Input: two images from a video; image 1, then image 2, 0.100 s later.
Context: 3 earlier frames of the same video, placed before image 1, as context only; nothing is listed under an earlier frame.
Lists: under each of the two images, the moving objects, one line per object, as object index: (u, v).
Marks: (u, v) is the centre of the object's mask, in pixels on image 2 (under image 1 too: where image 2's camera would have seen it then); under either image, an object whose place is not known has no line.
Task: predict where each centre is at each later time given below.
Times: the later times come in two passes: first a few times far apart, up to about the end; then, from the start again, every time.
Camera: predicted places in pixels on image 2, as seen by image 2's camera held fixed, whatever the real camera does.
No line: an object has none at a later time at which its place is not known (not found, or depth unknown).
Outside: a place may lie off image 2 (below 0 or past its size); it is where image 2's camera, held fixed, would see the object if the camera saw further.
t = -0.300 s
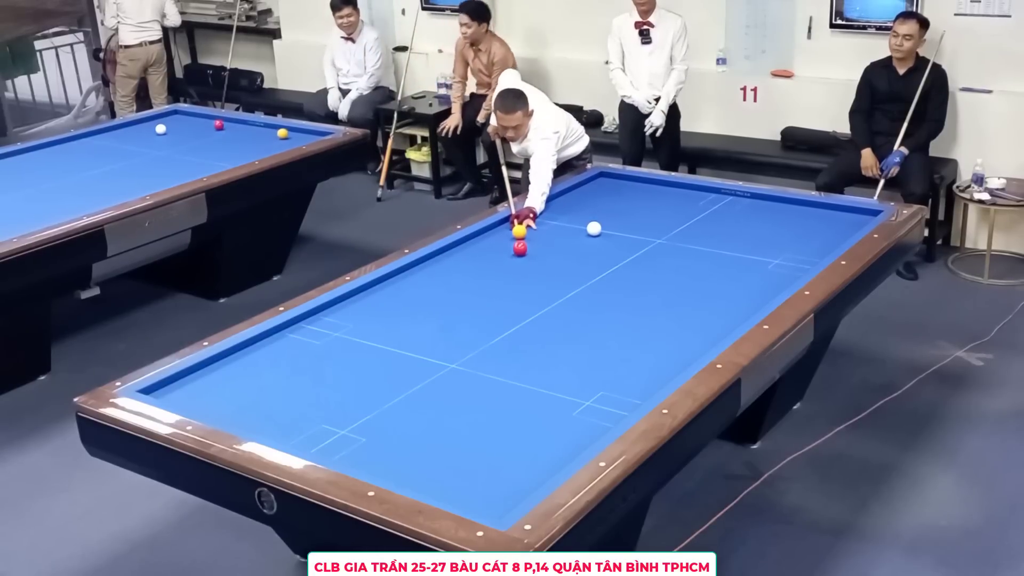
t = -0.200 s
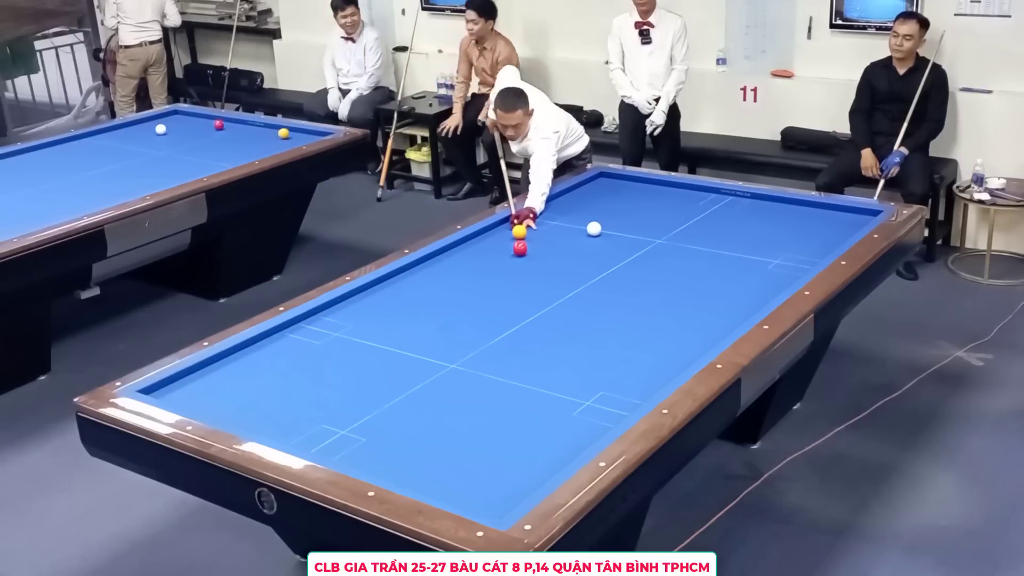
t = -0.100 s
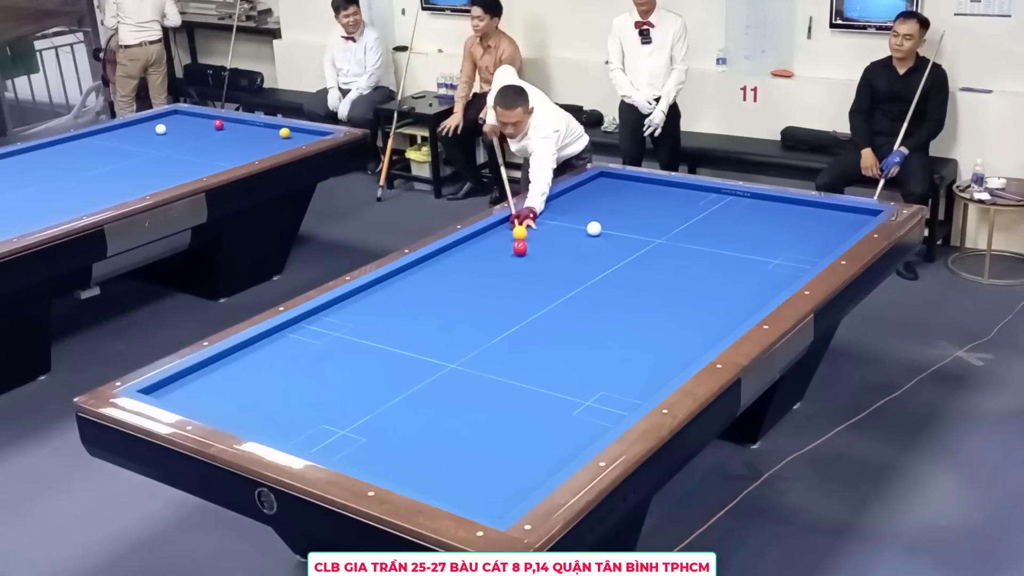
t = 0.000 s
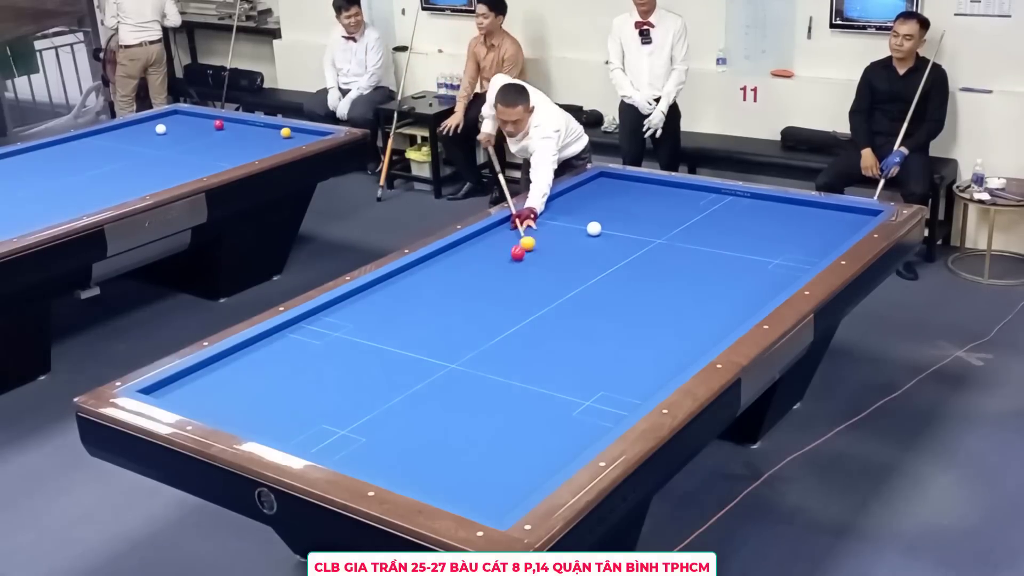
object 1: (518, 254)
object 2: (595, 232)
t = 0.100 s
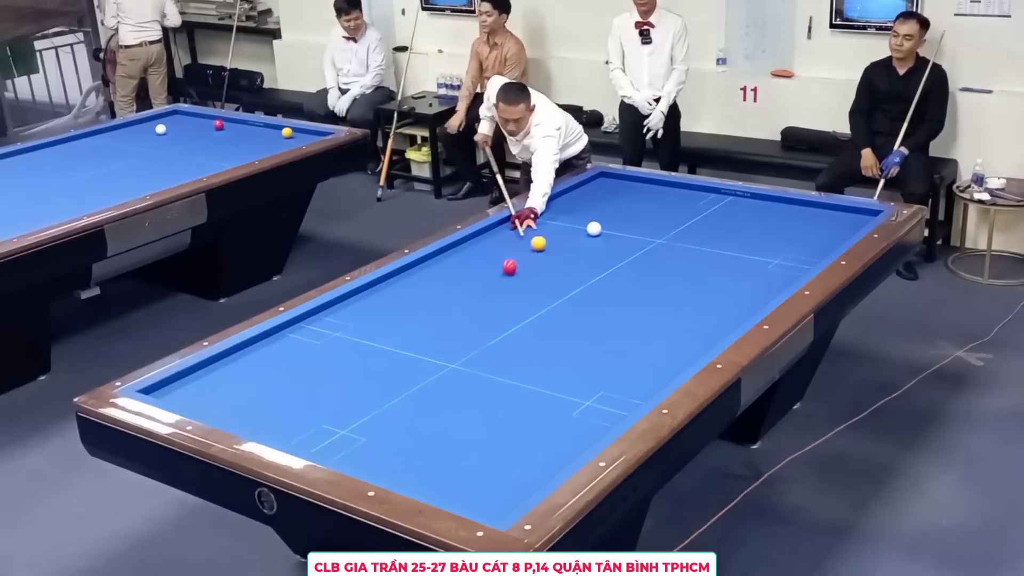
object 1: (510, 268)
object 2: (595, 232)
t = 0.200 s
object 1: (502, 280)
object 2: (595, 231)
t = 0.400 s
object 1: (488, 306)
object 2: (594, 230)
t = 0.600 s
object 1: (472, 334)
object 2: (594, 229)
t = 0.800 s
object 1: (454, 365)
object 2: (598, 228)
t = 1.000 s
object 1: (434, 400)
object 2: (604, 226)
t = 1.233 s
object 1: (407, 447)
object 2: (612, 224)
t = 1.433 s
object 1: (411, 468)
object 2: (618, 221)
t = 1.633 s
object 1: (462, 452)
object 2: (625, 222)
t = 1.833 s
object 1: (507, 438)
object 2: (631, 221)
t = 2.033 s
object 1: (551, 425)
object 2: (637, 218)
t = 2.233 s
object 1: (592, 413)
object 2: (641, 217)
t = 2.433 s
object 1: (632, 401)
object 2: (646, 216)
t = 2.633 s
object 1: (645, 387)
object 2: (650, 214)
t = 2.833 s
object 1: (651, 372)
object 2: (654, 213)
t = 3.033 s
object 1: (657, 358)
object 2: (658, 213)
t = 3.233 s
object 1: (662, 346)
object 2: (662, 210)
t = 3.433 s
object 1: (667, 333)
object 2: (665, 209)
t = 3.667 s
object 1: (672, 320)
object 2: (669, 208)
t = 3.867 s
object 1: (677, 310)
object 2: (671, 208)
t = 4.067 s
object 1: (681, 300)
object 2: (674, 207)
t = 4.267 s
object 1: (684, 290)
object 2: (676, 206)
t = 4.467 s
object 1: (688, 282)
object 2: (679, 206)
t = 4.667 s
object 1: (692, 274)
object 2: (680, 205)
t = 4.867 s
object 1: (695, 266)
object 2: (682, 205)
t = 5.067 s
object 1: (698, 259)
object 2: (683, 205)
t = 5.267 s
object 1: (701, 252)
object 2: (684, 204)
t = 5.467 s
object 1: (703, 245)
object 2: (685, 204)
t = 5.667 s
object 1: (706, 239)
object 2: (685, 204)
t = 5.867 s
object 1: (709, 233)
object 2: (686, 204)
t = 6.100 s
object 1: (712, 226)
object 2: (686, 205)
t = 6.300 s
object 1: (714, 221)
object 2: (686, 205)
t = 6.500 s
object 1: (716, 216)
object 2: (686, 205)
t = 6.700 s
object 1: (719, 211)
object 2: (686, 204)
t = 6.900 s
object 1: (720, 206)
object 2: (686, 205)
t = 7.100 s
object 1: (722, 202)
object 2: (686, 204)
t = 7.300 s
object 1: (724, 198)
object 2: (686, 204)
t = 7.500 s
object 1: (725, 194)
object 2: (686, 204)
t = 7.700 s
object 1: (723, 193)
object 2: (685, 204)
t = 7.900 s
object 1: (717, 194)
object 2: (685, 204)
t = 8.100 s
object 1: (711, 195)
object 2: (686, 204)
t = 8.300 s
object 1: (706, 197)
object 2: (685, 204)
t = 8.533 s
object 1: (700, 198)
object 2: (685, 203)
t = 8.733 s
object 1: (697, 199)
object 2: (683, 202)
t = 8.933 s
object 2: (681, 203)
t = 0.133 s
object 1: (507, 272)
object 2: (595, 232)
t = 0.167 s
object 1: (505, 276)
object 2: (595, 232)
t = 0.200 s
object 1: (502, 280)
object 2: (595, 231)
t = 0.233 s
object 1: (500, 285)
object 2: (595, 231)
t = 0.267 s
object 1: (498, 289)
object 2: (595, 231)
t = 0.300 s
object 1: (495, 293)
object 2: (595, 231)
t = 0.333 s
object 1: (493, 297)
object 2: (595, 231)
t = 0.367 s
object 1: (490, 301)
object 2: (595, 231)
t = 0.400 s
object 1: (488, 306)
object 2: (594, 230)
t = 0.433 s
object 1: (485, 311)
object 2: (595, 230)
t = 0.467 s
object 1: (483, 315)
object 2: (595, 230)
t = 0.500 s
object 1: (480, 320)
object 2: (595, 230)
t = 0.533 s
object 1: (477, 325)
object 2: (594, 230)
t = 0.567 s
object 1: (474, 329)
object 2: (594, 229)
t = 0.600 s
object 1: (472, 334)
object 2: (594, 229)
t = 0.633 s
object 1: (469, 339)
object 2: (594, 229)
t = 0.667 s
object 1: (466, 344)
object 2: (594, 229)
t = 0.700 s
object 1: (463, 349)
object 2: (595, 229)
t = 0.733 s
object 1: (460, 355)
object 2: (595, 229)
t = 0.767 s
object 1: (457, 360)
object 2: (597, 228)
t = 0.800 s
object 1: (454, 365)
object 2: (598, 228)
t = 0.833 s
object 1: (451, 371)
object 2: (599, 227)
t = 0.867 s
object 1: (447, 377)
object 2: (600, 227)
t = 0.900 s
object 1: (444, 383)
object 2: (601, 227)
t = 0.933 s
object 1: (441, 388)
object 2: (602, 226)
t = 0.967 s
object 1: (438, 394)
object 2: (603, 226)
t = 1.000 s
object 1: (434, 400)
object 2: (604, 226)
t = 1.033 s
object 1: (430, 407)
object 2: (605, 226)
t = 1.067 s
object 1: (427, 413)
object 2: (606, 225)
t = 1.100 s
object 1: (423, 420)
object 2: (608, 225)
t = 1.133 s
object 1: (419, 426)
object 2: (609, 224)
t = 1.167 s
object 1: (415, 433)
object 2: (610, 224)
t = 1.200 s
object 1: (411, 440)
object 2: (611, 224)
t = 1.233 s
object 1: (407, 447)
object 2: (612, 224)
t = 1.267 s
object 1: (403, 454)
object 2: (613, 223)
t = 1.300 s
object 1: (399, 462)
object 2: (614, 223)
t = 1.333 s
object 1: (395, 469)
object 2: (615, 222)
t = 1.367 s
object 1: (392, 473)
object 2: (616, 222)
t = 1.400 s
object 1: (402, 472)
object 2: (617, 222)
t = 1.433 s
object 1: (411, 468)
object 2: (618, 221)
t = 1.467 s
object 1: (421, 465)
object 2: (620, 222)
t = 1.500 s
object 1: (430, 462)
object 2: (621, 222)
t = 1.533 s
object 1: (438, 459)
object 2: (622, 222)
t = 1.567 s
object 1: (446, 457)
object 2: (623, 222)
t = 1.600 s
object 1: (454, 455)
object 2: (624, 222)
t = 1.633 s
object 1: (462, 452)
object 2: (625, 222)
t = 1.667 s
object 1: (469, 450)
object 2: (626, 222)
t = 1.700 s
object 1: (477, 447)
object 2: (627, 222)
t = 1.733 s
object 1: (485, 445)
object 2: (628, 222)
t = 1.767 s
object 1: (493, 443)
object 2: (629, 222)
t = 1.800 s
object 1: (500, 440)
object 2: (630, 221)
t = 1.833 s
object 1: (507, 438)
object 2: (631, 221)
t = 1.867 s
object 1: (515, 436)
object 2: (632, 220)
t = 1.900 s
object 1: (522, 434)
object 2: (633, 220)
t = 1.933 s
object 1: (530, 432)
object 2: (634, 219)
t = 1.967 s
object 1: (537, 430)
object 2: (635, 219)
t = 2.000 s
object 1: (544, 428)
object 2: (636, 218)
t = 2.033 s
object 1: (551, 425)
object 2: (637, 218)
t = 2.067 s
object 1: (558, 423)
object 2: (637, 218)
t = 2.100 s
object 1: (565, 421)
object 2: (638, 217)
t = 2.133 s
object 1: (572, 419)
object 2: (639, 217)
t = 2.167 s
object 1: (579, 417)
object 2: (640, 217)
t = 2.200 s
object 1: (586, 415)
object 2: (640, 217)
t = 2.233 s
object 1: (592, 413)
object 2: (641, 217)
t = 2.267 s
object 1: (599, 411)
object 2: (642, 217)
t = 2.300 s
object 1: (606, 409)
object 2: (643, 217)
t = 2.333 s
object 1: (613, 407)
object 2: (644, 216)
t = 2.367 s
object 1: (620, 406)
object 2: (644, 216)
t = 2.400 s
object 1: (626, 404)
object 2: (645, 216)
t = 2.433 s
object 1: (632, 401)
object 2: (646, 216)
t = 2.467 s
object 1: (637, 399)
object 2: (647, 215)
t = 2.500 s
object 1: (640, 396)
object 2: (647, 215)
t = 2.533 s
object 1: (641, 394)
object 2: (648, 215)
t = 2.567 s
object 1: (642, 392)
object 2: (649, 214)
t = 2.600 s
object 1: (644, 390)
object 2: (650, 214)
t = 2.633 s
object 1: (645, 387)
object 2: (650, 214)
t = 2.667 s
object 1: (646, 385)
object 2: (651, 214)
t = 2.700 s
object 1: (647, 382)
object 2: (652, 214)
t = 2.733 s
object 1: (648, 379)
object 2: (652, 214)
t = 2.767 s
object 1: (649, 377)
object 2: (653, 214)
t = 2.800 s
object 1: (650, 374)
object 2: (653, 213)
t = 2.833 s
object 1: (651, 372)
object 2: (654, 213)
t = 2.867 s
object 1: (652, 370)
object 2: (655, 213)
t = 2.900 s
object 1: (653, 367)
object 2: (655, 213)
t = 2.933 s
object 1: (654, 365)
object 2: (656, 213)
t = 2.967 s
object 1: (655, 363)
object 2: (657, 213)
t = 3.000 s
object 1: (656, 360)
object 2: (657, 213)
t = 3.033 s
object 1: (657, 358)
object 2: (658, 213)
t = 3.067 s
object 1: (658, 356)
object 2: (659, 212)
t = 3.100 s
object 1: (658, 354)
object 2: (659, 212)
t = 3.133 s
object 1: (659, 352)
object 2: (660, 212)
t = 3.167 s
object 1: (660, 350)
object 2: (661, 211)
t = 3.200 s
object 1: (661, 347)
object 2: (661, 211)
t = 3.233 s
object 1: (662, 346)
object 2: (662, 210)
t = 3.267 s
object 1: (663, 343)
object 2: (662, 210)
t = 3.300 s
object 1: (663, 341)
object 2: (663, 210)
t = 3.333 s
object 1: (664, 339)
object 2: (664, 210)
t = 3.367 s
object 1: (665, 337)
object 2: (664, 209)
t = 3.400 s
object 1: (666, 335)
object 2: (665, 209)
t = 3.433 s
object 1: (667, 333)
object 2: (665, 209)
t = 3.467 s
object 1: (668, 331)
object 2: (665, 209)
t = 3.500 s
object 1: (668, 329)
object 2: (666, 209)
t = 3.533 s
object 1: (669, 328)
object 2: (667, 209)
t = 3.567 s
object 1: (670, 326)
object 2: (667, 208)
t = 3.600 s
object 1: (671, 324)
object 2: (668, 208)
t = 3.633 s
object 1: (672, 322)
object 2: (668, 208)
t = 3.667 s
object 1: (672, 320)
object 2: (669, 208)
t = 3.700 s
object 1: (673, 318)
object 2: (669, 208)
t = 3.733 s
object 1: (674, 316)
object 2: (669, 208)
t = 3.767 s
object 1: (675, 315)
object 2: (670, 208)
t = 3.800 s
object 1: (675, 313)
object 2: (670, 208)
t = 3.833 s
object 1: (676, 311)
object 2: (671, 208)
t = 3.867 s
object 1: (677, 310)
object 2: (671, 208)
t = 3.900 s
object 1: (677, 308)
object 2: (672, 207)
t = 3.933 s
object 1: (678, 306)
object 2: (672, 207)
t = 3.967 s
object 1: (679, 305)
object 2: (673, 207)
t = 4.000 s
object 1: (679, 303)
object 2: (673, 207)
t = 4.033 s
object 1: (680, 301)
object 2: (674, 207)
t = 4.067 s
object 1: (681, 300)
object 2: (674, 207)
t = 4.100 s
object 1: (681, 298)
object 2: (675, 207)
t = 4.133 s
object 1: (682, 297)
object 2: (675, 207)
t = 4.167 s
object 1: (683, 295)
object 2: (675, 207)
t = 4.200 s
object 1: (683, 294)
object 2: (676, 207)
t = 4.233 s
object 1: (684, 292)
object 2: (676, 206)
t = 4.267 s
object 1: (684, 290)
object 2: (676, 206)
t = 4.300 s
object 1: (685, 289)
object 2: (677, 206)
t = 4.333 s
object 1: (686, 288)
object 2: (678, 206)
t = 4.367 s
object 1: (686, 286)
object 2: (678, 206)
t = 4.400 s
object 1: (687, 284)
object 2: (678, 205)
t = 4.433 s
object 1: (688, 283)
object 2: (679, 205)
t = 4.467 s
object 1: (688, 282)
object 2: (679, 206)
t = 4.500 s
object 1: (689, 280)
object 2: (679, 205)
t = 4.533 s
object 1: (689, 279)
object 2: (680, 205)
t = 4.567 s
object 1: (690, 278)
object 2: (680, 205)
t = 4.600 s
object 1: (691, 276)
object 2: (680, 205)
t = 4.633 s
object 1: (691, 275)
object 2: (680, 205)
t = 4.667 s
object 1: (692, 274)
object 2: (680, 205)
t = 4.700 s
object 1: (692, 272)
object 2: (681, 205)
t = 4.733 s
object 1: (693, 271)
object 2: (681, 205)
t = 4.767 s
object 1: (693, 270)
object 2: (681, 205)
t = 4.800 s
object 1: (694, 269)
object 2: (681, 205)
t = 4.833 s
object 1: (694, 267)
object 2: (682, 205)
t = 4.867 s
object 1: (695, 266)
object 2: (682, 205)
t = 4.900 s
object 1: (695, 265)
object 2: (682, 205)
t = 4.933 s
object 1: (696, 264)
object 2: (682, 205)
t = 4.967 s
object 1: (696, 262)
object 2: (683, 205)
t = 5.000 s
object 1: (697, 261)
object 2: (683, 205)
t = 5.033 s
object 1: (697, 260)
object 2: (683, 205)
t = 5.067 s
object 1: (698, 259)
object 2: (683, 205)
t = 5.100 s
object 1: (698, 257)
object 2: (683, 205)
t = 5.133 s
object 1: (699, 256)
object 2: (684, 205)
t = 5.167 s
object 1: (700, 255)
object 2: (684, 205)
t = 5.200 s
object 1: (700, 254)
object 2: (684, 205)
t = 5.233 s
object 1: (700, 253)
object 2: (684, 205)
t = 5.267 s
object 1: (701, 252)
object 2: (684, 204)
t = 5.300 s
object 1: (702, 250)
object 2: (684, 204)
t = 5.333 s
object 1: (702, 249)
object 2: (684, 204)
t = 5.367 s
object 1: (702, 248)
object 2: (684, 204)
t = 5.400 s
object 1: (703, 247)
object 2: (685, 204)
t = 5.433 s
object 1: (703, 246)
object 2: (685, 204)
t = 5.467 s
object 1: (703, 245)
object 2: (685, 204)
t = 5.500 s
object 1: (704, 244)
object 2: (685, 204)
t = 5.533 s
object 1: (704, 243)
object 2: (685, 204)
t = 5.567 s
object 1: (705, 242)
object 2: (685, 204)
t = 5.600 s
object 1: (706, 240)
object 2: (685, 204)
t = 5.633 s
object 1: (706, 239)
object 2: (685, 204)
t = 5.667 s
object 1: (706, 239)
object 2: (685, 204)
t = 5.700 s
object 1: (707, 238)
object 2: (685, 204)
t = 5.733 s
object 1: (707, 237)
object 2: (686, 204)
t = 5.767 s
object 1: (708, 236)
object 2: (686, 204)
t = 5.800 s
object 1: (708, 234)
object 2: (686, 204)
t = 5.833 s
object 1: (708, 234)
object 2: (686, 204)
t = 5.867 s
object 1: (709, 233)
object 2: (686, 204)
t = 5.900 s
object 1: (709, 232)
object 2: (686, 204)
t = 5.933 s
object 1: (710, 231)
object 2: (686, 204)
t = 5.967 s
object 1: (711, 230)
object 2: (686, 204)
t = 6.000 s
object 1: (711, 229)
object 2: (686, 205)
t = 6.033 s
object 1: (711, 228)
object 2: (686, 204)
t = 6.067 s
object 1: (711, 227)
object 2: (686, 204)
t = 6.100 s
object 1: (712, 226)
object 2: (686, 205)
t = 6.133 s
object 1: (712, 225)
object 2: (686, 205)
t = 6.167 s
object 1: (713, 224)
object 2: (686, 204)
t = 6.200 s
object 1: (713, 223)
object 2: (686, 205)
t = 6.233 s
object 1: (713, 222)
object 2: (686, 205)
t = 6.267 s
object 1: (714, 222)
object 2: (686, 205)
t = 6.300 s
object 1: (714, 221)
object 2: (686, 205)
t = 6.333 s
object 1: (715, 220)
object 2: (686, 205)
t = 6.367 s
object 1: (715, 219)
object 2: (686, 205)
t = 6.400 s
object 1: (715, 218)
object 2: (686, 205)
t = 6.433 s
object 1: (716, 217)
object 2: (686, 205)
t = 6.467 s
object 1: (716, 216)
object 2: (686, 205)
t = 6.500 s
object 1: (716, 216)
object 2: (686, 205)
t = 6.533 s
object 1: (717, 215)
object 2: (686, 205)
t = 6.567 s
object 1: (717, 214)
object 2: (686, 205)
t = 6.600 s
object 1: (717, 213)
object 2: (686, 205)
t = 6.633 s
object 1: (718, 212)
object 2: (686, 205)
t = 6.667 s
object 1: (718, 211)
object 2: (686, 204)
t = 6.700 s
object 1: (719, 211)
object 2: (686, 204)
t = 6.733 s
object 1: (719, 210)
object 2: (686, 204)
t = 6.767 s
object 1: (719, 209)
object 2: (686, 205)
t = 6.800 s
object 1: (720, 208)
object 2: (686, 204)
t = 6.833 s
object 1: (720, 208)
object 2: (686, 204)
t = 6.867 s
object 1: (720, 207)
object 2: (686, 205)
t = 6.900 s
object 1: (720, 206)
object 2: (686, 205)
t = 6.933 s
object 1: (721, 205)
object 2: (686, 205)
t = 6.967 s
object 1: (721, 205)
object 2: (686, 204)
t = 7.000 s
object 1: (721, 204)
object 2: (686, 204)
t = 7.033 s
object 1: (722, 203)
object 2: (686, 204)
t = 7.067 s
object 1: (722, 203)
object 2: (686, 204)
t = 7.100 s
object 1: (722, 202)
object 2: (686, 204)
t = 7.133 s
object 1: (722, 201)
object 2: (686, 204)
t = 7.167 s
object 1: (723, 200)
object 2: (685, 204)
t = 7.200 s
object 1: (723, 200)
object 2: (685, 204)
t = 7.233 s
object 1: (724, 199)
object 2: (685, 204)
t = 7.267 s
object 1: (724, 198)
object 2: (686, 204)
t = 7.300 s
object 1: (724, 198)
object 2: (686, 204)
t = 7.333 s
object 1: (724, 197)
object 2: (685, 204)
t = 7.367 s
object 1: (724, 196)
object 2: (686, 204)
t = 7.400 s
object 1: (725, 195)
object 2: (686, 204)
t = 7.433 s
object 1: (725, 195)
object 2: (686, 204)
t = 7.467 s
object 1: (725, 194)
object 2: (686, 204)
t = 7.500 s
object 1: (725, 194)
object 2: (686, 204)
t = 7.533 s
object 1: (725, 193)
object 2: (686, 204)
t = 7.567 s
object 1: (726, 192)
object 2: (686, 204)
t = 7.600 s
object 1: (726, 192)
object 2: (686, 204)
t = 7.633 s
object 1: (725, 192)
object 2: (686, 204)
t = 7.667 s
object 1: (724, 192)
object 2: (686, 204)
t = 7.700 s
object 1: (723, 193)
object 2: (685, 204)
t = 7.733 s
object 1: (722, 193)
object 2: (685, 204)
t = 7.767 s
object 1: (721, 193)
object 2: (685, 204)
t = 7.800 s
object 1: (720, 193)
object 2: (685, 204)
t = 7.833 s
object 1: (719, 194)
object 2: (685, 204)
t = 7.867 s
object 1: (718, 194)
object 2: (685, 204)
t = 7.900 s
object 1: (717, 194)
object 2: (685, 204)
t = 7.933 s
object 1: (716, 194)
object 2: (685, 204)
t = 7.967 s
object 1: (715, 194)
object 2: (685, 204)
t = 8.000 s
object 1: (714, 195)
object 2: (685, 204)
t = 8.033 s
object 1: (713, 195)
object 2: (685, 204)
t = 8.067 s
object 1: (712, 195)
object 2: (686, 204)
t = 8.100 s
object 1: (711, 195)
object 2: (686, 204)
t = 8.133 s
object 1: (711, 195)
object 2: (685, 204)
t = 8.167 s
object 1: (710, 196)
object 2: (686, 204)
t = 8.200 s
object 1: (709, 196)
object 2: (685, 204)
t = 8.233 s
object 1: (708, 196)
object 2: (686, 204)
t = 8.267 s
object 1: (707, 197)
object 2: (686, 204)
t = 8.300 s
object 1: (706, 197)
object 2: (685, 204)
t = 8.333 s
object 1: (705, 197)
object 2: (685, 204)
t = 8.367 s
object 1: (704, 197)
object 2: (685, 204)
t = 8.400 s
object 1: (703, 197)
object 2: (686, 204)
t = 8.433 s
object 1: (702, 198)
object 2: (686, 203)
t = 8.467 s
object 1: (701, 198)
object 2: (685, 203)
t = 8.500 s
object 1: (701, 198)
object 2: (685, 203)
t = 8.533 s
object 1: (700, 198)
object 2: (685, 203)
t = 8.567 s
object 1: (699, 198)
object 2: (685, 202)
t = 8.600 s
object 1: (698, 199)
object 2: (685, 202)
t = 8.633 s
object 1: (697, 199)
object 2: (685, 202)
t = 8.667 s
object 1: (697, 199)
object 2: (684, 202)
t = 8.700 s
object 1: (697, 199)
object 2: (684, 202)
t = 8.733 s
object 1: (697, 199)
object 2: (683, 202)
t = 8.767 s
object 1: (697, 199)
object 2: (683, 202)
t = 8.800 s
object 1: (697, 199)
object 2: (682, 202)
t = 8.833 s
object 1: (697, 199)
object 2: (682, 202)
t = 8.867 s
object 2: (681, 202)
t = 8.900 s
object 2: (681, 203)
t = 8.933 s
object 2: (681, 203)
